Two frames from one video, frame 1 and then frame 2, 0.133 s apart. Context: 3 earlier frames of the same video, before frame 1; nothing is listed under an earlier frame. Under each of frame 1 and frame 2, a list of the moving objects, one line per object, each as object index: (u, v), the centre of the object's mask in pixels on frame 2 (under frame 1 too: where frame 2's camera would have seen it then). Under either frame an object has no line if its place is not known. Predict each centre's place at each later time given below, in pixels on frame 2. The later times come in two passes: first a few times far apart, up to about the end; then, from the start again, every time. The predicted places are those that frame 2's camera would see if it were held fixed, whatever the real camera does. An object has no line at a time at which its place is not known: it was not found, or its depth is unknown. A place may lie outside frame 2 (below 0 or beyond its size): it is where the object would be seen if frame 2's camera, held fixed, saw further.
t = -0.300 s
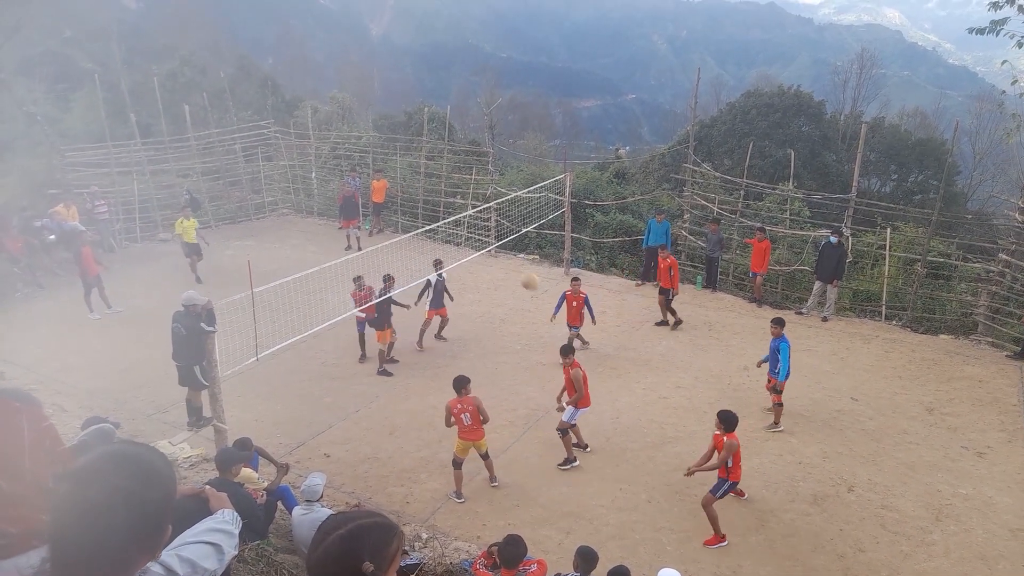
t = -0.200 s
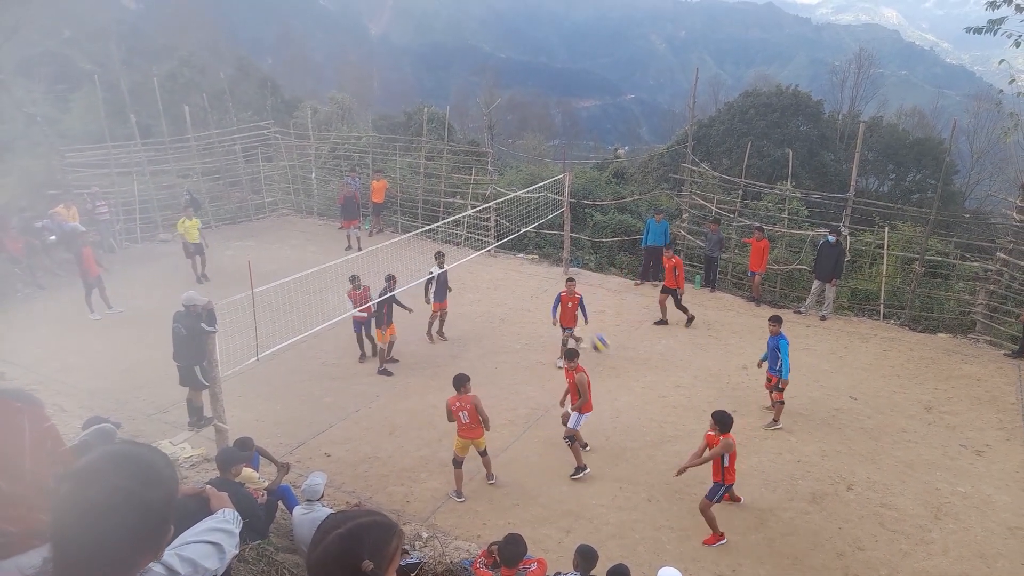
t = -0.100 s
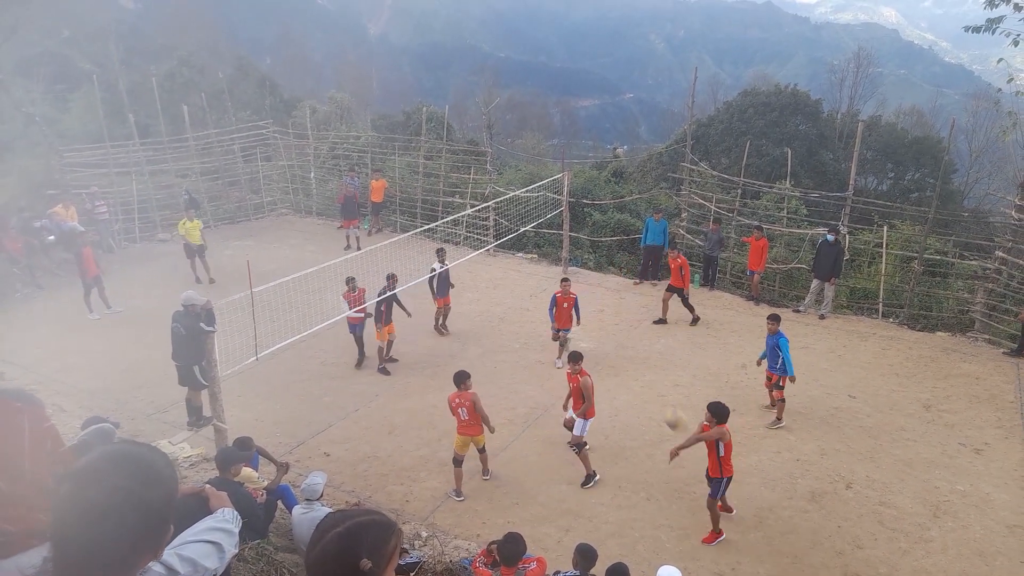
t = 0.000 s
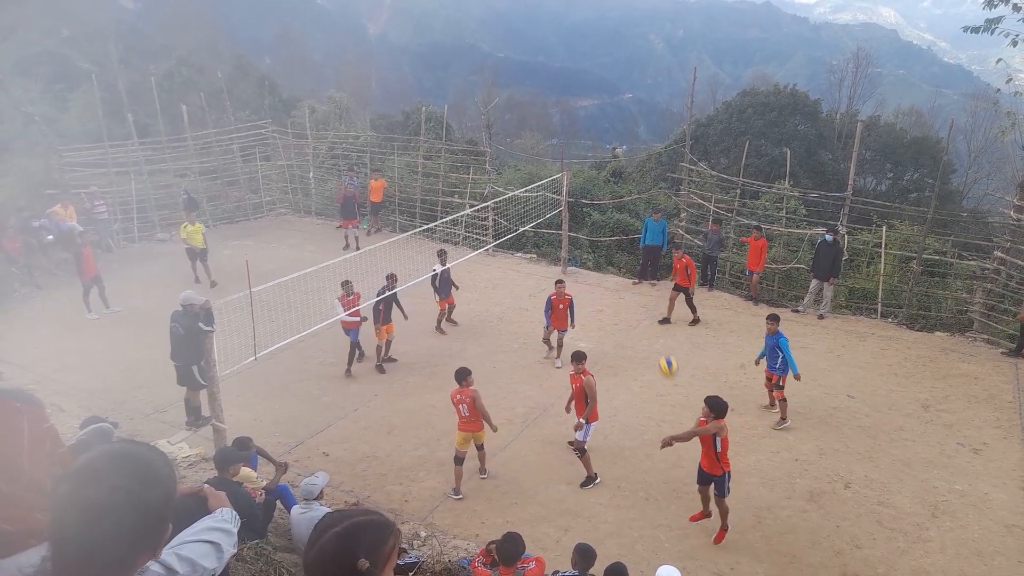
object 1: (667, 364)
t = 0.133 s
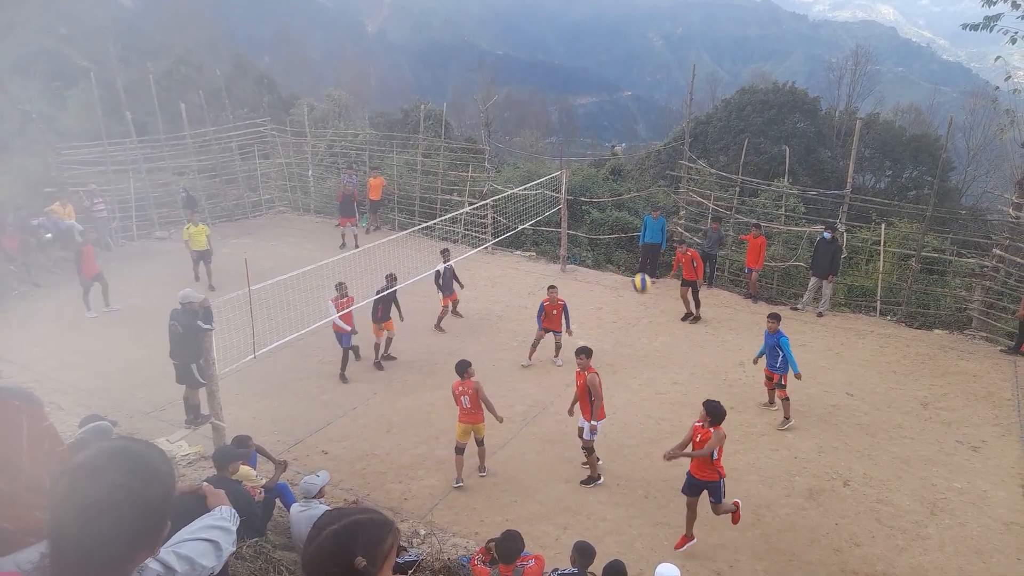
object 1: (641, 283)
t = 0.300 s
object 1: (611, 213)
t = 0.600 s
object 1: (566, 160)
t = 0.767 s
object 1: (545, 162)
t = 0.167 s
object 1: (635, 268)
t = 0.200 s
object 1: (629, 252)
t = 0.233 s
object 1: (623, 238)
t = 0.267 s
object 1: (617, 225)
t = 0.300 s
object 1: (611, 213)
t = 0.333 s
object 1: (606, 203)
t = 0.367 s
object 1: (601, 195)
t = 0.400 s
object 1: (596, 186)
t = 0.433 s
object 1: (590, 179)
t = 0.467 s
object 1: (585, 173)
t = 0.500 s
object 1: (579, 168)
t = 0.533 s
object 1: (575, 165)
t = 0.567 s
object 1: (570, 161)
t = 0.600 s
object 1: (566, 160)
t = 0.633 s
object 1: (562, 158)
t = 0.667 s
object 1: (558, 158)
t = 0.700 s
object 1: (554, 159)
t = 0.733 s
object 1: (549, 160)
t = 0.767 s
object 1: (545, 162)
